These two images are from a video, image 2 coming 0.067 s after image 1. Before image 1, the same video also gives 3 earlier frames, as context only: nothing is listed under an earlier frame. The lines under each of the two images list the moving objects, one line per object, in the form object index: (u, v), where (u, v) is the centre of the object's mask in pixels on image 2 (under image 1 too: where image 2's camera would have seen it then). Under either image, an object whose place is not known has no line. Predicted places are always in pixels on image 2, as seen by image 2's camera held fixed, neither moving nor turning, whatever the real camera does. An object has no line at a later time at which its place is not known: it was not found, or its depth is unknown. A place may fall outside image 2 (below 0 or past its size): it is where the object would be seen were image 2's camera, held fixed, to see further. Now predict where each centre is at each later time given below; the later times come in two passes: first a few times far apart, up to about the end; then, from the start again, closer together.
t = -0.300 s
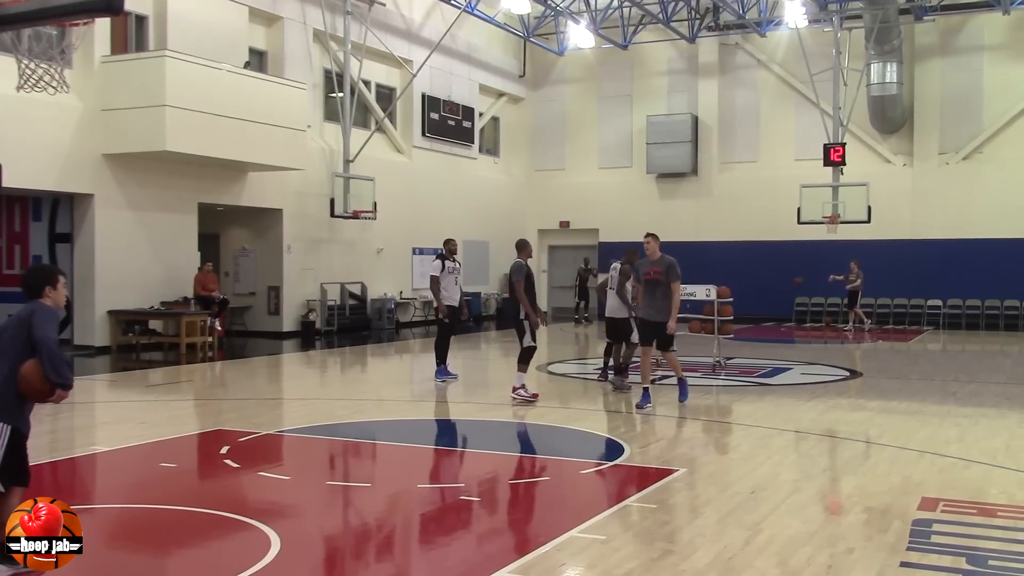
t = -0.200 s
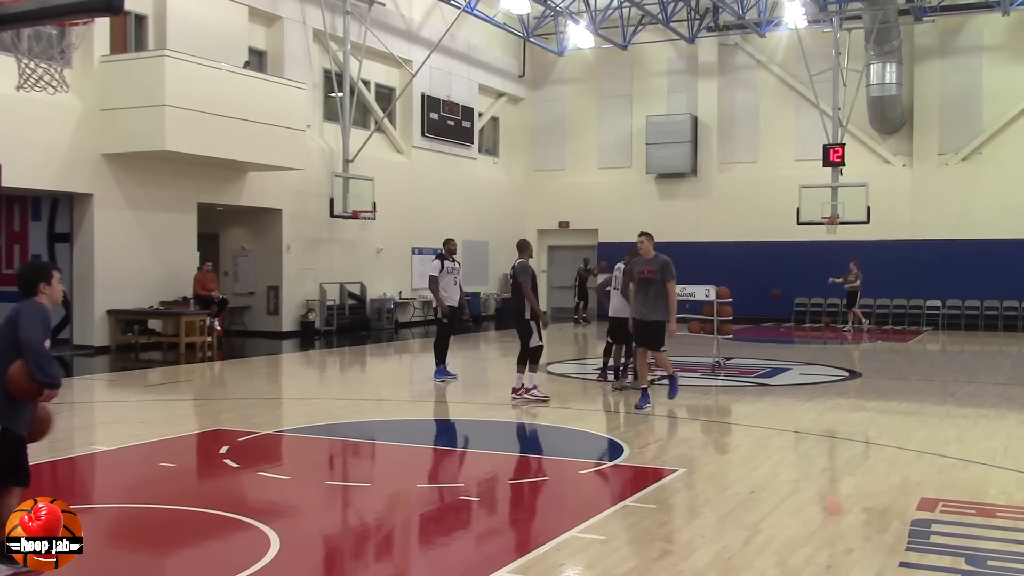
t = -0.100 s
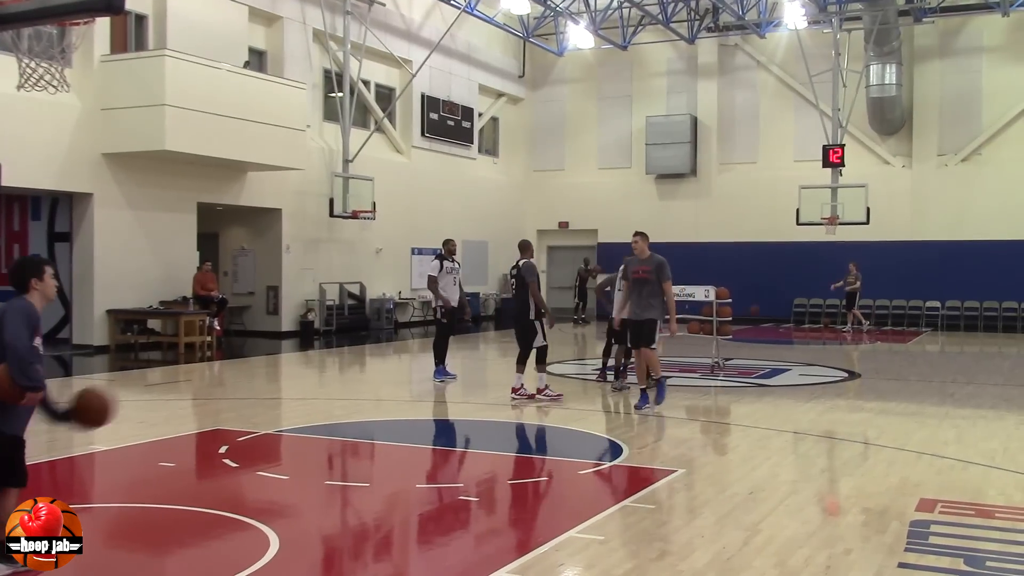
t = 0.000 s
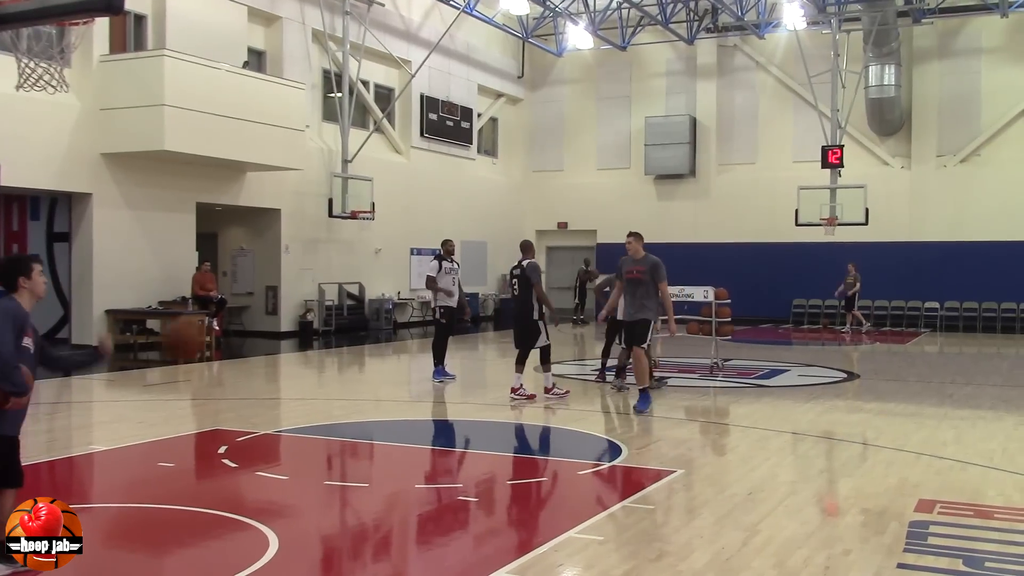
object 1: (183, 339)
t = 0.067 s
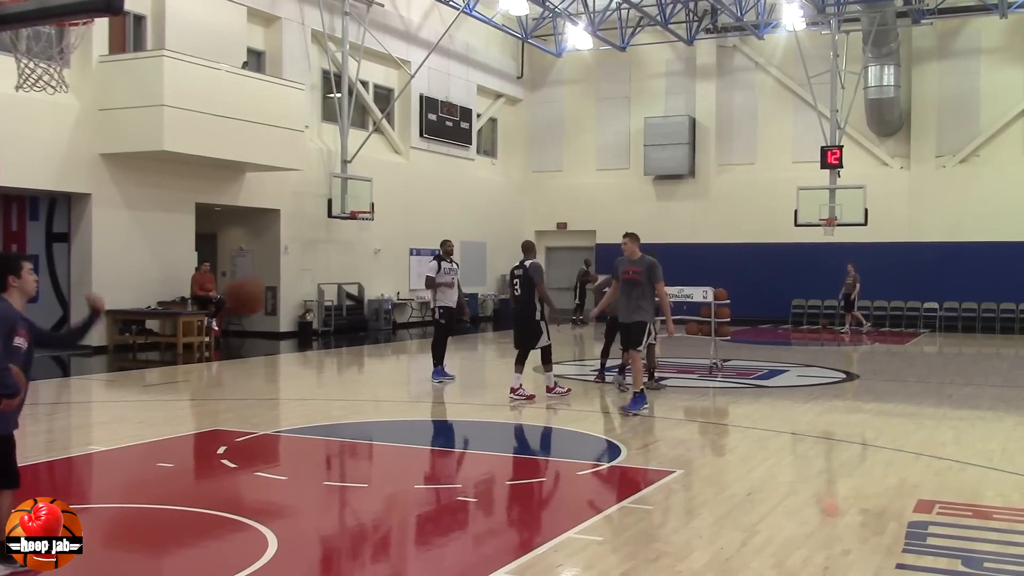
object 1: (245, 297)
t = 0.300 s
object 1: (449, 206)
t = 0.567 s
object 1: (669, 219)
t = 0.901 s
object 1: (925, 394)
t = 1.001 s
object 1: (996, 479)
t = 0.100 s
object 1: (275, 278)
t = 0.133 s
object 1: (306, 260)
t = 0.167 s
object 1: (335, 245)
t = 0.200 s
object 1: (363, 233)
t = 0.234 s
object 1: (393, 222)
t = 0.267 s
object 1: (420, 213)
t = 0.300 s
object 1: (449, 206)
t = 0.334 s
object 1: (477, 201)
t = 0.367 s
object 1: (505, 198)
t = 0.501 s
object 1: (615, 204)
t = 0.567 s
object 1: (669, 219)
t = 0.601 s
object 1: (696, 227)
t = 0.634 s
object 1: (724, 240)
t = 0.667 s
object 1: (751, 254)
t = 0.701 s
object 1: (776, 268)
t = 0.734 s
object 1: (801, 283)
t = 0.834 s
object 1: (876, 347)
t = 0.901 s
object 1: (925, 394)
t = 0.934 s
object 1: (950, 421)
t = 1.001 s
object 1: (996, 479)
